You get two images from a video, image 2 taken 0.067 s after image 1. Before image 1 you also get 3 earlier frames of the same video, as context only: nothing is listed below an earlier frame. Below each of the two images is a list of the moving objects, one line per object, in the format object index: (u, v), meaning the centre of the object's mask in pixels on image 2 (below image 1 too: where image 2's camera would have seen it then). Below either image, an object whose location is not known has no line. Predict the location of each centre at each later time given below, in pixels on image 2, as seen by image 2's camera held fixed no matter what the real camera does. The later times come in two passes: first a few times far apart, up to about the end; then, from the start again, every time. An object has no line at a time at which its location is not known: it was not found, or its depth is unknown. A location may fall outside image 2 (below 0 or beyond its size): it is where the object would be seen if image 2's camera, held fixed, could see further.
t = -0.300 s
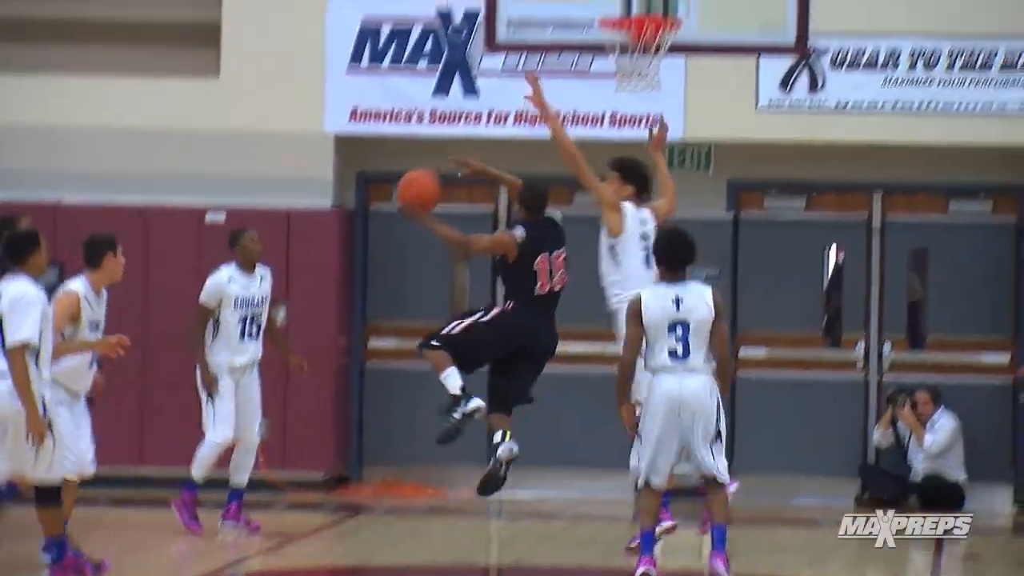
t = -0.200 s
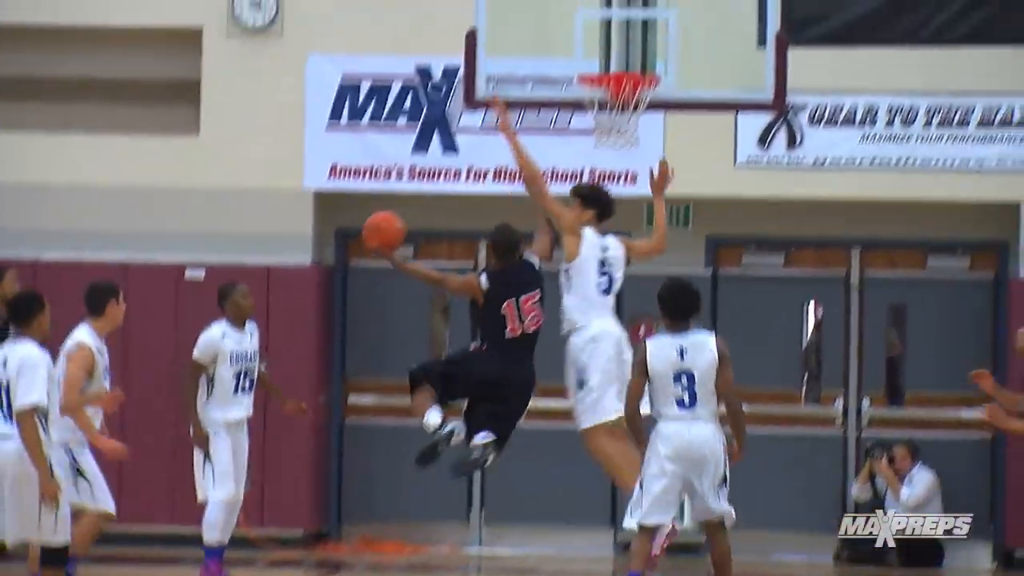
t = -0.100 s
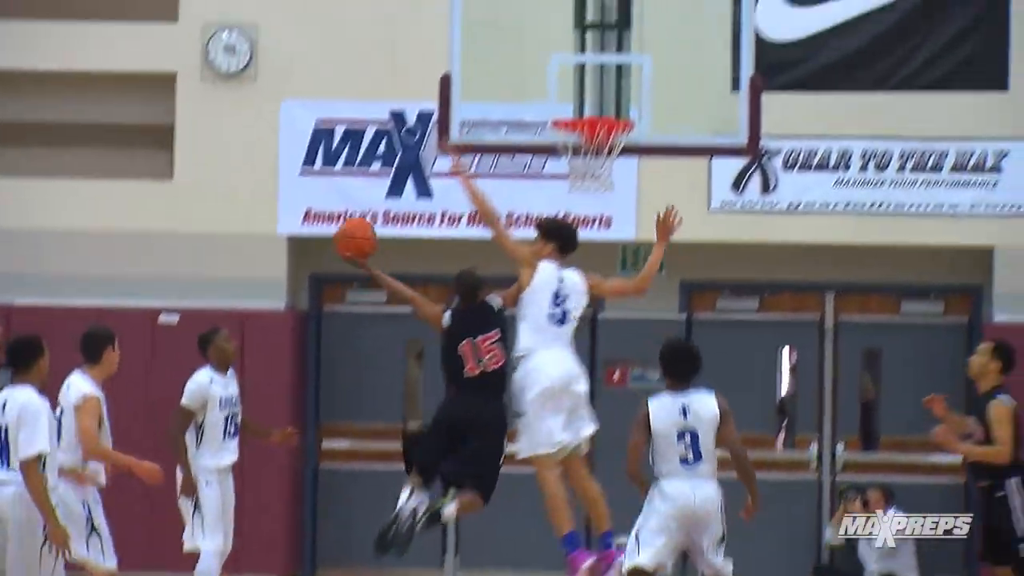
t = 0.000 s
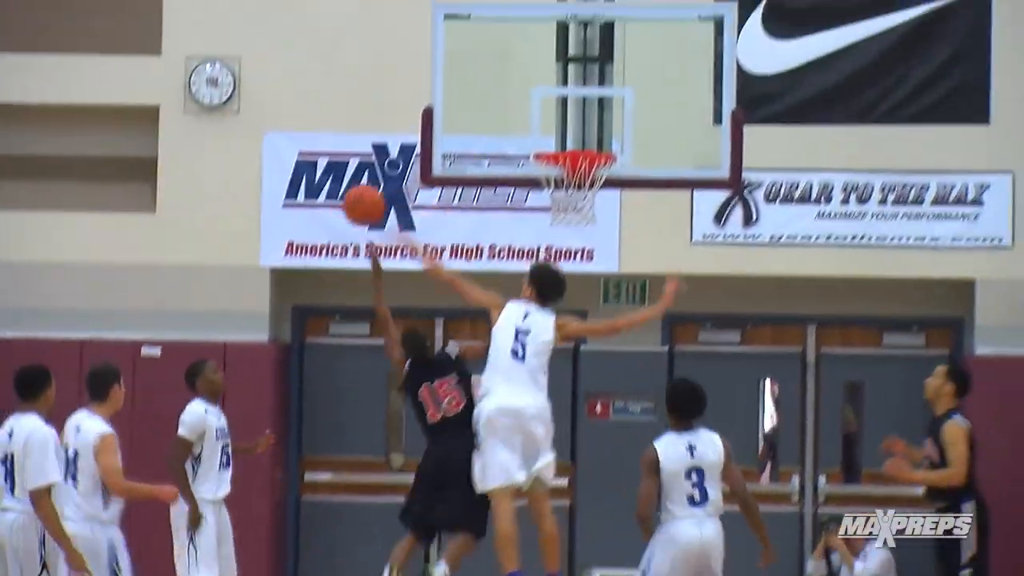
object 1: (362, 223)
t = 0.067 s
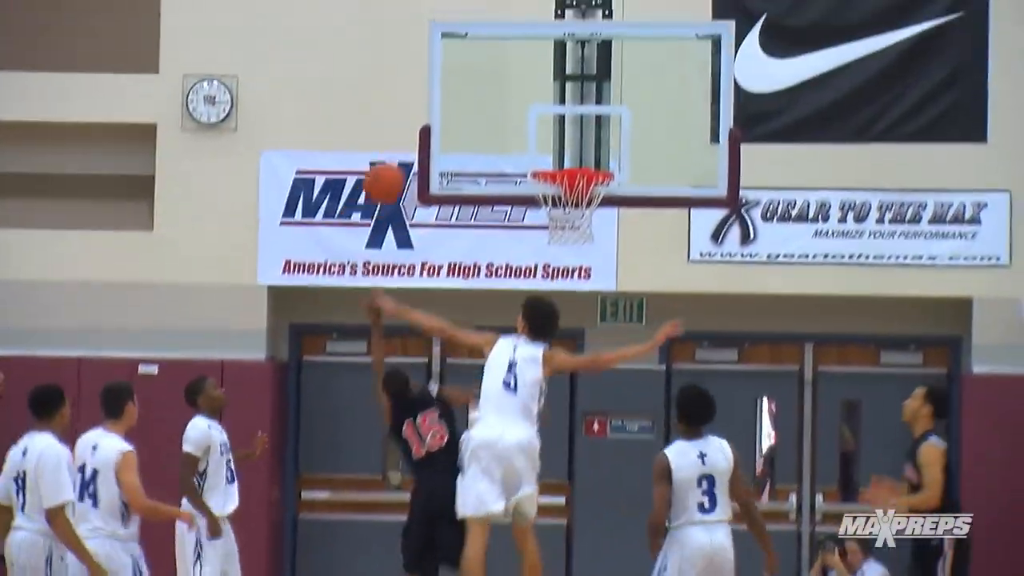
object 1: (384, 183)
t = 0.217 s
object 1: (435, 123)
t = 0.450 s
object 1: (511, 105)
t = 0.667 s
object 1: (555, 144)
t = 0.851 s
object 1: (578, 201)
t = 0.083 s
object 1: (391, 175)
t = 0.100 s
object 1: (396, 166)
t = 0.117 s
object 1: (401, 159)
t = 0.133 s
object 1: (407, 151)
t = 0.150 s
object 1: (413, 145)
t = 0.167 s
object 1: (419, 138)
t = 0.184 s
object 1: (424, 133)
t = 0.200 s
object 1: (430, 128)
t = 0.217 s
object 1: (435, 123)
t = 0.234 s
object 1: (441, 119)
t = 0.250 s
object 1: (447, 115)
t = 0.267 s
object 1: (452, 112)
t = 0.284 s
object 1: (458, 108)
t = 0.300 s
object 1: (463, 106)
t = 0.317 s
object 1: (469, 104)
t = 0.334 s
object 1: (474, 103)
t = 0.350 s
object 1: (479, 102)
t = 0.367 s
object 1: (485, 101)
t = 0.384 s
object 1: (490, 101)
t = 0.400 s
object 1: (495, 101)
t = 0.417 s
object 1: (500, 102)
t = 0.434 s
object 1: (506, 103)
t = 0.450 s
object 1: (511, 105)
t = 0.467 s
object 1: (516, 107)
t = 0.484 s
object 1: (521, 110)
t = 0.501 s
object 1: (526, 113)
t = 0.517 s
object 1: (531, 116)
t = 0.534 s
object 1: (533, 117)
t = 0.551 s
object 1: (536, 119)
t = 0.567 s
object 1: (539, 121)
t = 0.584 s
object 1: (542, 124)
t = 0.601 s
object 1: (544, 127)
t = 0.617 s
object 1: (547, 131)
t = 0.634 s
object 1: (549, 134)
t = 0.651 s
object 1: (552, 139)
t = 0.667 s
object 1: (555, 144)
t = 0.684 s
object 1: (558, 149)
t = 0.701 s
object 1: (561, 153)
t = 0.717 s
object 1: (563, 157)
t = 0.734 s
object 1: (566, 161)
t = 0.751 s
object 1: (568, 163)
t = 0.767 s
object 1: (571, 165)
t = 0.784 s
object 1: (573, 167)
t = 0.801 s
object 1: (573, 191)
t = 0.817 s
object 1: (574, 191)
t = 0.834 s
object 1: (576, 196)
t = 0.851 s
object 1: (578, 201)
